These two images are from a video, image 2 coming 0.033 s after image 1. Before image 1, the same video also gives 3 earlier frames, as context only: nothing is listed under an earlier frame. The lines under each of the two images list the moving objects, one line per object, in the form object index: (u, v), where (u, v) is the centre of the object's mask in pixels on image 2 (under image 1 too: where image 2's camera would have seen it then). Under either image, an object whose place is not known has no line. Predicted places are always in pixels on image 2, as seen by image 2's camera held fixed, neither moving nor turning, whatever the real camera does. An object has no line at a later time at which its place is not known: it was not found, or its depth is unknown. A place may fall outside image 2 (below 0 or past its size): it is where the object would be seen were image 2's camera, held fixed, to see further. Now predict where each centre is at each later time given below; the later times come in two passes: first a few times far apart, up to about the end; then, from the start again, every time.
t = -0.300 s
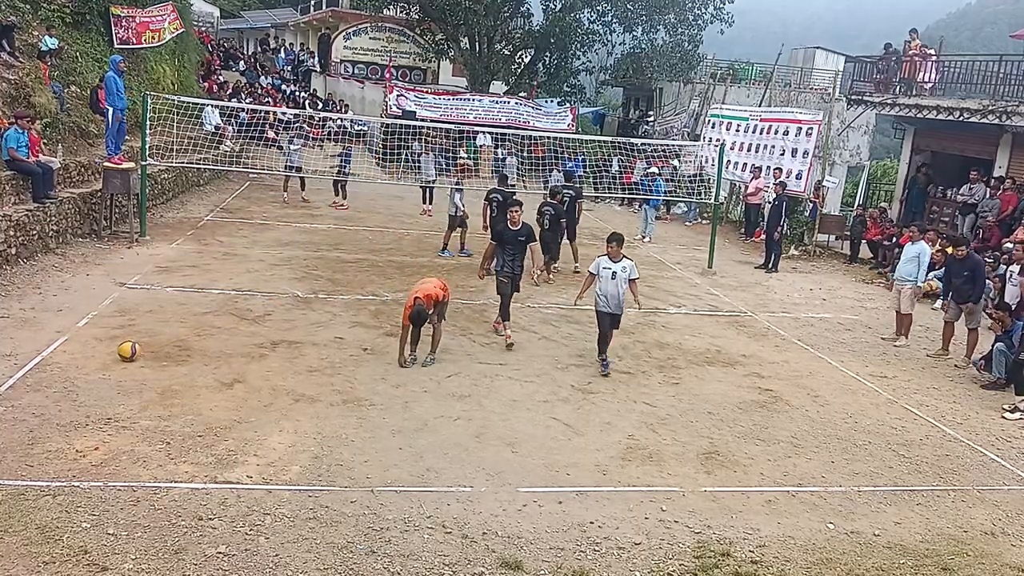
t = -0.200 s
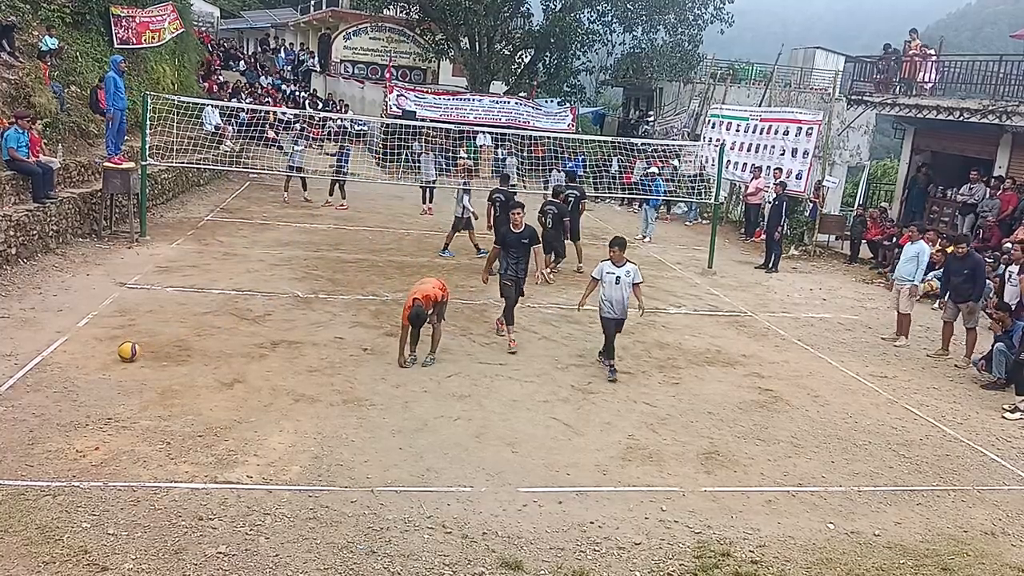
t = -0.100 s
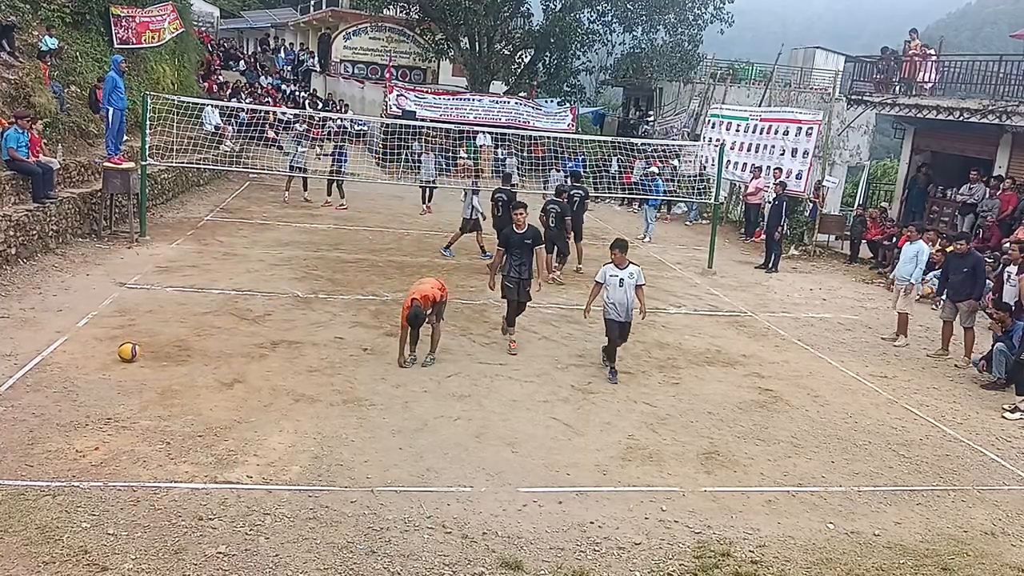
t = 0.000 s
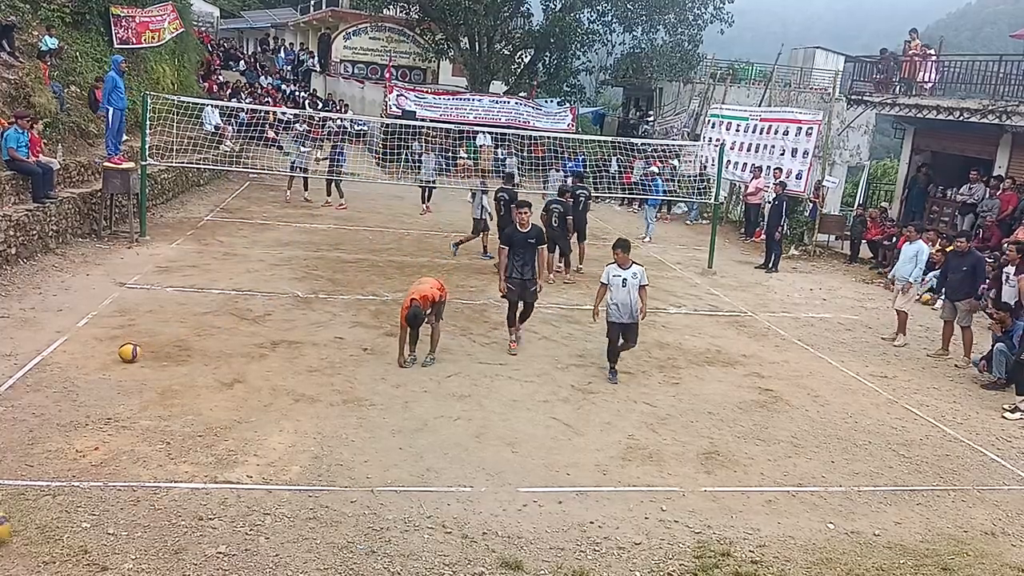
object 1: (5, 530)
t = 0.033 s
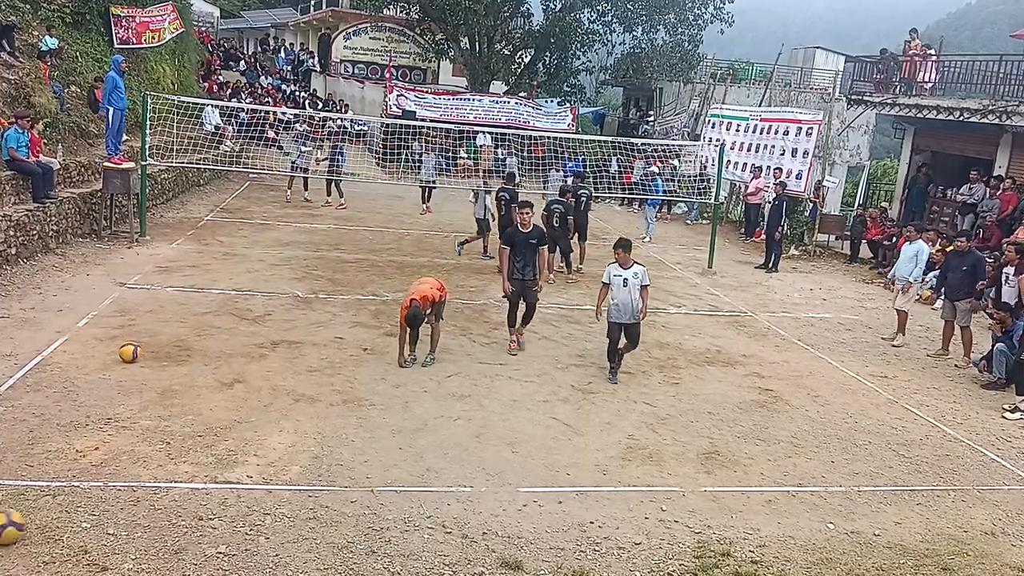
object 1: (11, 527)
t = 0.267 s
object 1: (99, 514)
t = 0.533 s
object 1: (195, 503)
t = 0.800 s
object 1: (276, 496)
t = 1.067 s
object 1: (348, 485)
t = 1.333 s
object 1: (414, 472)
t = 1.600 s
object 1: (469, 460)
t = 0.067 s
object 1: (17, 525)
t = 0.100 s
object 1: (32, 523)
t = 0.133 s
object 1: (46, 524)
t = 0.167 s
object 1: (58, 520)
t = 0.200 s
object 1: (72, 516)
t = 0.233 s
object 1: (84, 514)
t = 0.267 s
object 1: (99, 514)
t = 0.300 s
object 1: (112, 516)
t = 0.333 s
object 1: (124, 516)
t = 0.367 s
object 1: (136, 516)
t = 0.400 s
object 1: (150, 513)
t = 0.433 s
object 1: (160, 509)
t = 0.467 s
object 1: (171, 505)
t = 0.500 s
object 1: (183, 503)
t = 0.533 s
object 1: (195, 503)
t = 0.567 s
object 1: (206, 505)
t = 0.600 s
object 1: (216, 502)
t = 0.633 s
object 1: (226, 499)
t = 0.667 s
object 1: (236, 495)
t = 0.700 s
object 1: (248, 494)
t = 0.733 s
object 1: (256, 495)
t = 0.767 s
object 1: (266, 497)
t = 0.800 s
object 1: (276, 496)
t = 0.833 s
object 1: (287, 494)
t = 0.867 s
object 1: (296, 494)
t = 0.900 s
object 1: (306, 491)
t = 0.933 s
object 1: (314, 487)
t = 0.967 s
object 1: (324, 484)
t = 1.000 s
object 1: (333, 483)
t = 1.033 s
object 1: (341, 484)
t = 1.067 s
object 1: (348, 485)
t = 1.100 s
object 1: (358, 480)
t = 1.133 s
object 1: (366, 478)
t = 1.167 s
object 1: (374, 476)
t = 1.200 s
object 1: (382, 477)
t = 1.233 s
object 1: (390, 477)
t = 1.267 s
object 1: (398, 474)
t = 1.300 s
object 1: (407, 472)
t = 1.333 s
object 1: (414, 472)
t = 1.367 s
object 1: (421, 473)
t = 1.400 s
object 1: (428, 469)
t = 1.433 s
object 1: (436, 465)
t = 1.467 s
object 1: (443, 463)
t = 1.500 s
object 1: (450, 462)
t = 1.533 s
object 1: (456, 463)
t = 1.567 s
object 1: (462, 464)
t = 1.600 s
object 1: (469, 460)
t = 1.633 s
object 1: (475, 456)
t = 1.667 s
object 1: (482, 455)
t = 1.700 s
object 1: (487, 454)
